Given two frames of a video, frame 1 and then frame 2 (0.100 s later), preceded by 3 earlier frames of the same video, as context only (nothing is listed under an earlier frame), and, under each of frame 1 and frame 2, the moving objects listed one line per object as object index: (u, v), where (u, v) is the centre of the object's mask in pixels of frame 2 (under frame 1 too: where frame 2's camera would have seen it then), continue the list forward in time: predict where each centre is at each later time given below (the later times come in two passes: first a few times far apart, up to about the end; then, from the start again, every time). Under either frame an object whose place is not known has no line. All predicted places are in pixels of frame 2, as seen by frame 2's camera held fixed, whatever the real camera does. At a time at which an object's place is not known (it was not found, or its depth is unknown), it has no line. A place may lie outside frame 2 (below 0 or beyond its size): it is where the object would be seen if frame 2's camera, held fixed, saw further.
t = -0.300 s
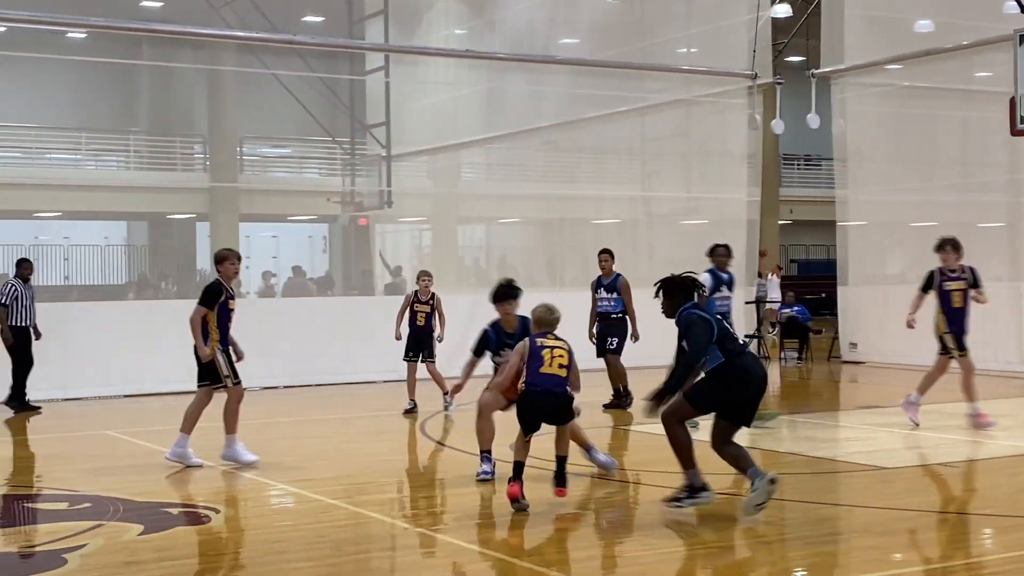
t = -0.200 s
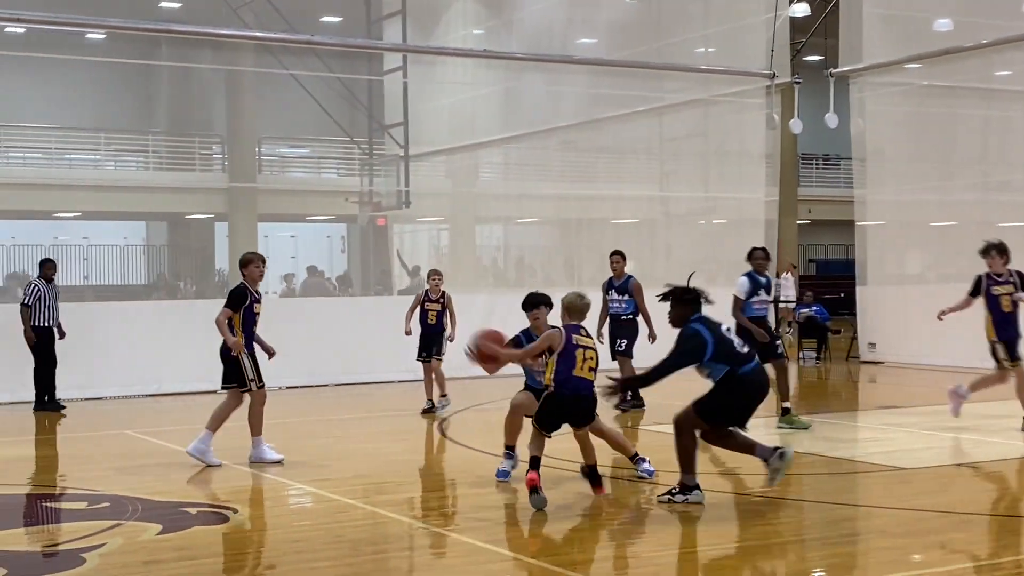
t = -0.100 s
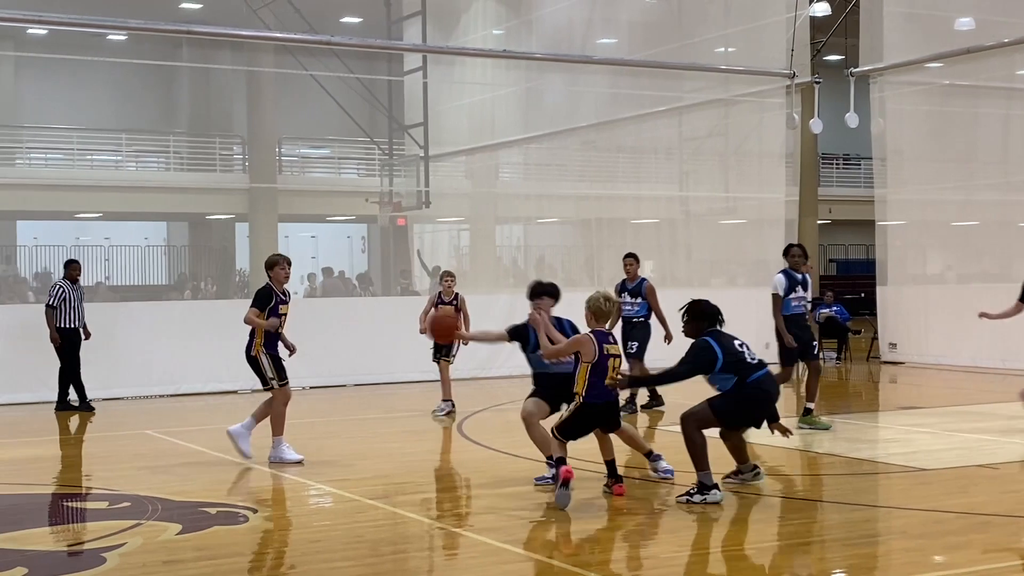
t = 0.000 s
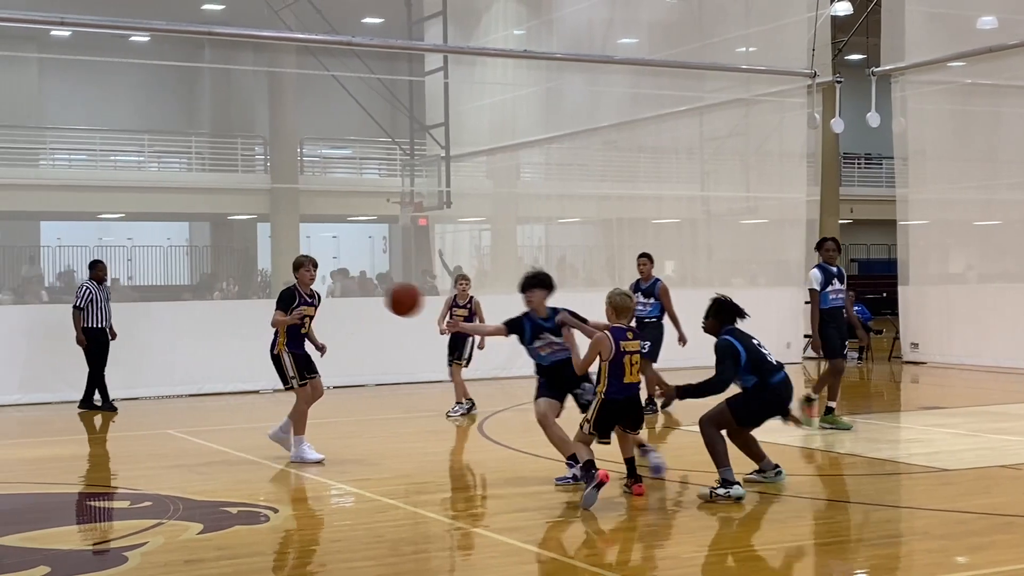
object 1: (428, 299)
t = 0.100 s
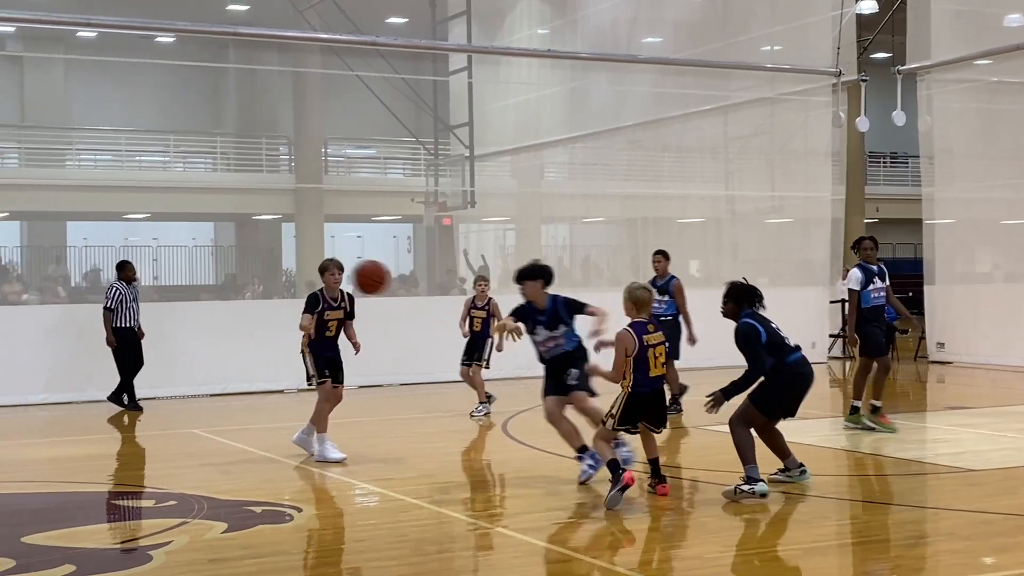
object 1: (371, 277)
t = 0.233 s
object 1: (293, 269)
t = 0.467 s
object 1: (160, 318)
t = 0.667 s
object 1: (40, 427)
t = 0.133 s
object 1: (352, 273)
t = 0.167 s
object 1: (332, 271)
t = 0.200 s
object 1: (311, 269)
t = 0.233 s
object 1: (293, 269)
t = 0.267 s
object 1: (273, 272)
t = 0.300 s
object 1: (254, 275)
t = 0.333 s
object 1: (235, 281)
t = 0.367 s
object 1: (216, 287)
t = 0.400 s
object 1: (196, 296)
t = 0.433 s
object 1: (177, 306)
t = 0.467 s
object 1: (160, 318)
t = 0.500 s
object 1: (137, 334)
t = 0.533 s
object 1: (118, 348)
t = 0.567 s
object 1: (98, 365)
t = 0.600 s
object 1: (80, 383)
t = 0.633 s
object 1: (60, 403)
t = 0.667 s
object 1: (40, 427)
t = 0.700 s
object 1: (20, 449)
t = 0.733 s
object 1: (1, 474)
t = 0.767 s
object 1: (-15, 484)
